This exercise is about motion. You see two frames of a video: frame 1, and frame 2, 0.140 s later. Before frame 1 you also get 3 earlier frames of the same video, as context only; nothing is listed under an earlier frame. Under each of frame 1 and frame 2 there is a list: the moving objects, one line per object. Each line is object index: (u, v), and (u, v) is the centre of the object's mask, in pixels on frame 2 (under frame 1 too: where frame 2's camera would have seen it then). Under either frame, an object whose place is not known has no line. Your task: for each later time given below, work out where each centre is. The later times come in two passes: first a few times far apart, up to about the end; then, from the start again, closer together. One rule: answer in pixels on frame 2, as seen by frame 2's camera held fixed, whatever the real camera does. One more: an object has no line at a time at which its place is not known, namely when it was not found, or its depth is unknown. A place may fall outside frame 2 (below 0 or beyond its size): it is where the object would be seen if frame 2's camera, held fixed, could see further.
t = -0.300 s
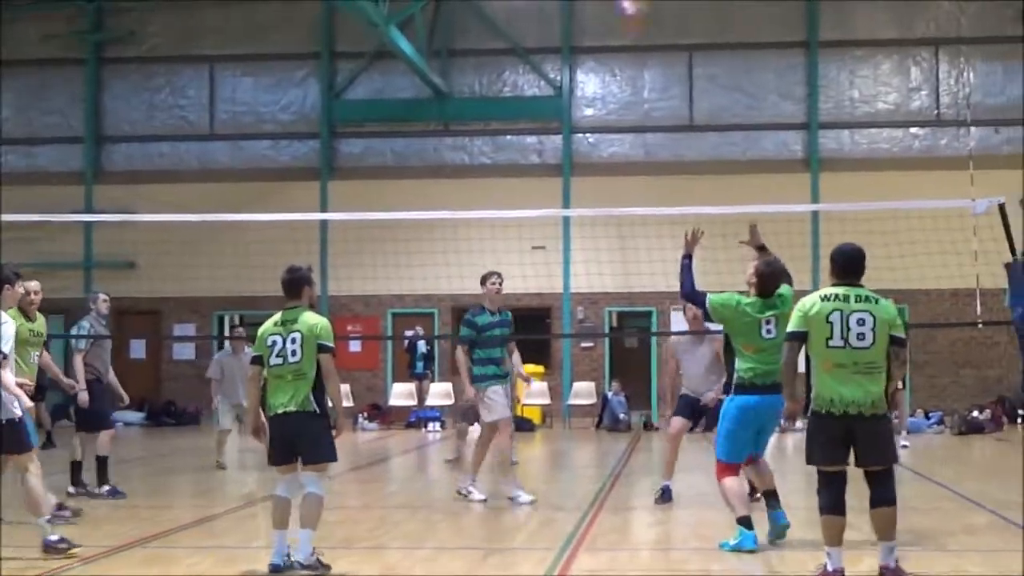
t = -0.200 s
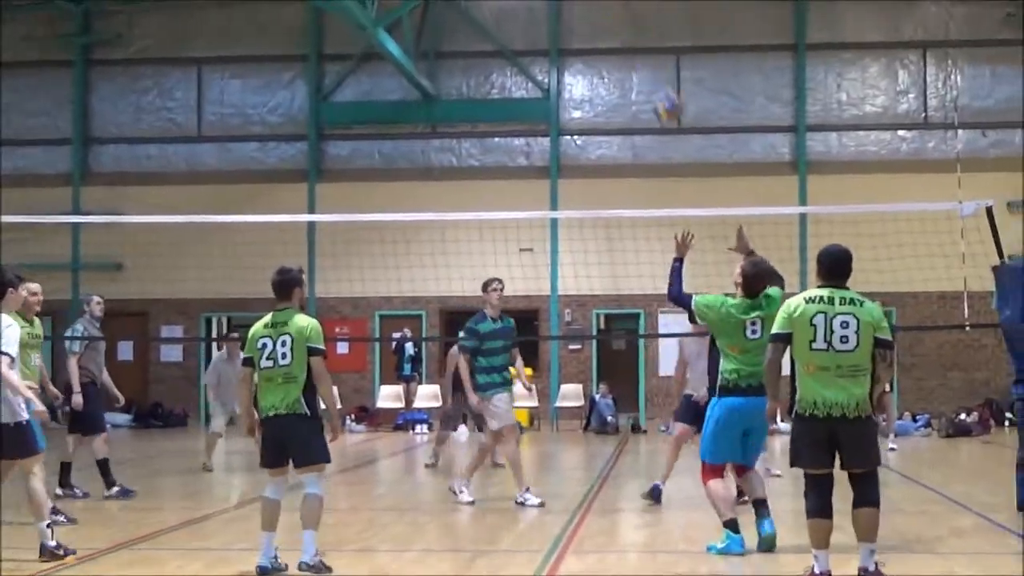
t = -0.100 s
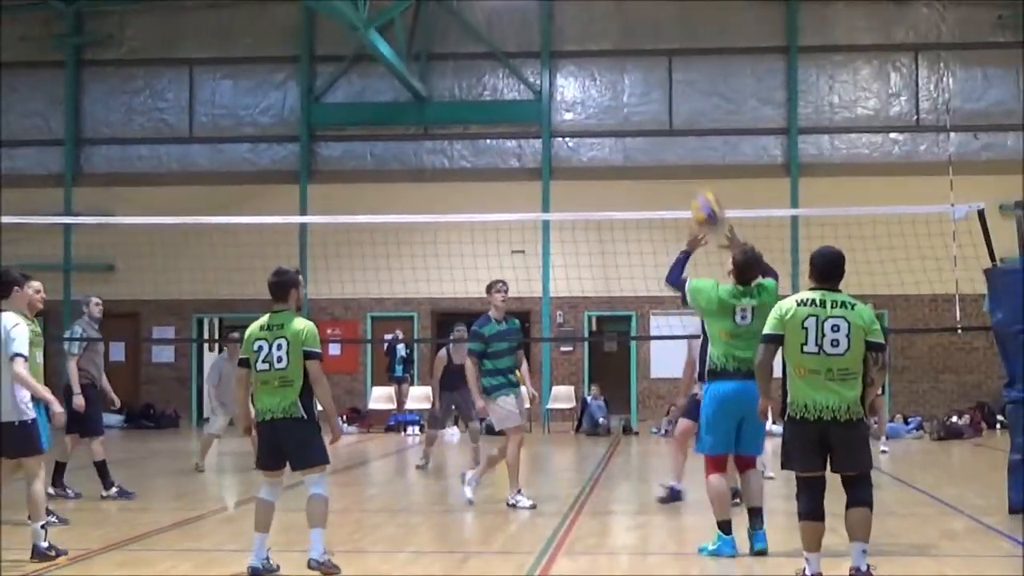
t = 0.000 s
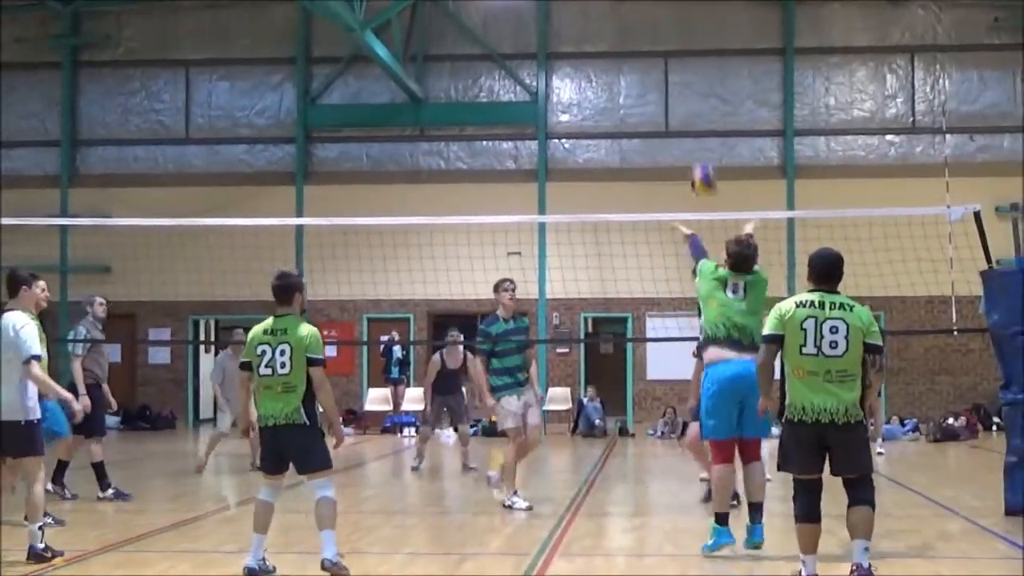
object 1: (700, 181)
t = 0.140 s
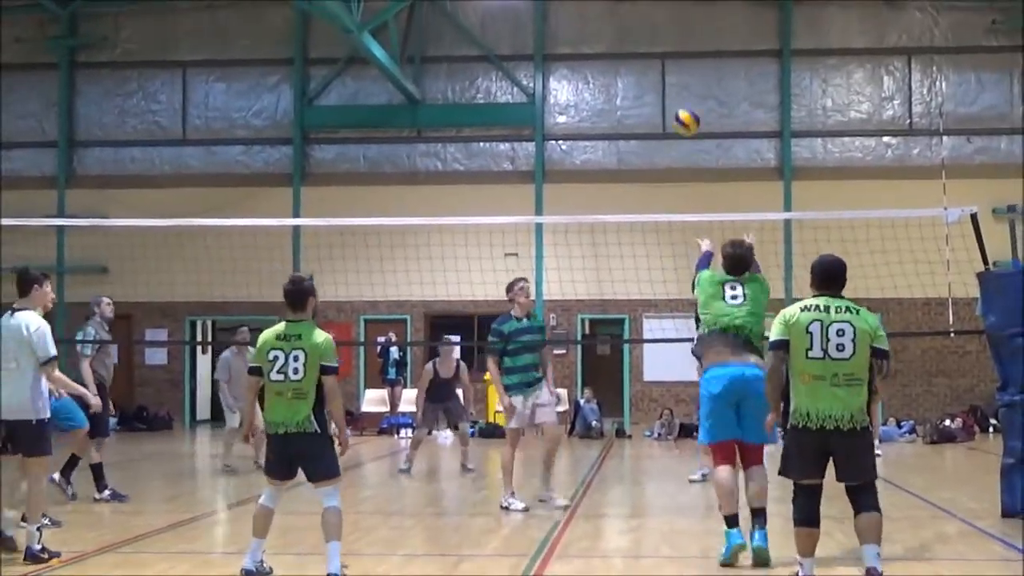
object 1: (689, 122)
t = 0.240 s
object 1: (678, 102)
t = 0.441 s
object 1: (670, 103)
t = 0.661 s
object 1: (657, 152)
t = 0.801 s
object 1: (654, 202)
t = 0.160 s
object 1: (688, 116)
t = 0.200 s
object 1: (682, 107)
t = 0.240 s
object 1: (678, 102)
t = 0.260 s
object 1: (677, 100)
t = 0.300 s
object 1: (675, 98)
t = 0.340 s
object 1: (673, 97)
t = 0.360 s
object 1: (672, 98)
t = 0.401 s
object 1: (669, 99)
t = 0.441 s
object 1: (670, 103)
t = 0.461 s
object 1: (669, 106)
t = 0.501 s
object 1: (667, 112)
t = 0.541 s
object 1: (666, 120)
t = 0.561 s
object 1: (666, 124)
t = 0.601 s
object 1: (660, 135)
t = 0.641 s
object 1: (659, 145)
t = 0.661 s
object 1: (657, 152)
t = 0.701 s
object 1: (657, 164)
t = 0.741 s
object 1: (655, 177)
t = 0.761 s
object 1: (654, 185)
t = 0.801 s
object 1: (654, 202)
